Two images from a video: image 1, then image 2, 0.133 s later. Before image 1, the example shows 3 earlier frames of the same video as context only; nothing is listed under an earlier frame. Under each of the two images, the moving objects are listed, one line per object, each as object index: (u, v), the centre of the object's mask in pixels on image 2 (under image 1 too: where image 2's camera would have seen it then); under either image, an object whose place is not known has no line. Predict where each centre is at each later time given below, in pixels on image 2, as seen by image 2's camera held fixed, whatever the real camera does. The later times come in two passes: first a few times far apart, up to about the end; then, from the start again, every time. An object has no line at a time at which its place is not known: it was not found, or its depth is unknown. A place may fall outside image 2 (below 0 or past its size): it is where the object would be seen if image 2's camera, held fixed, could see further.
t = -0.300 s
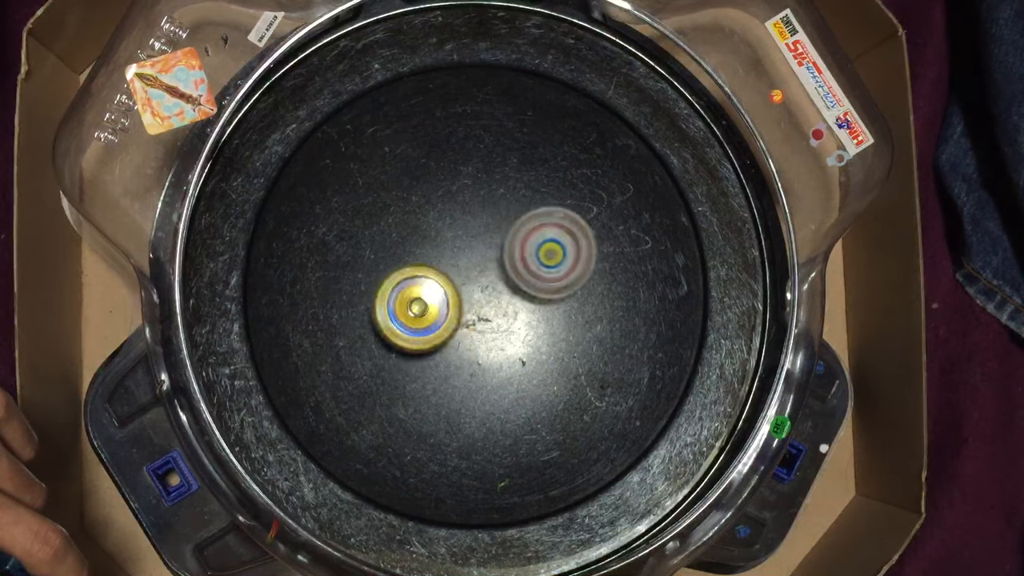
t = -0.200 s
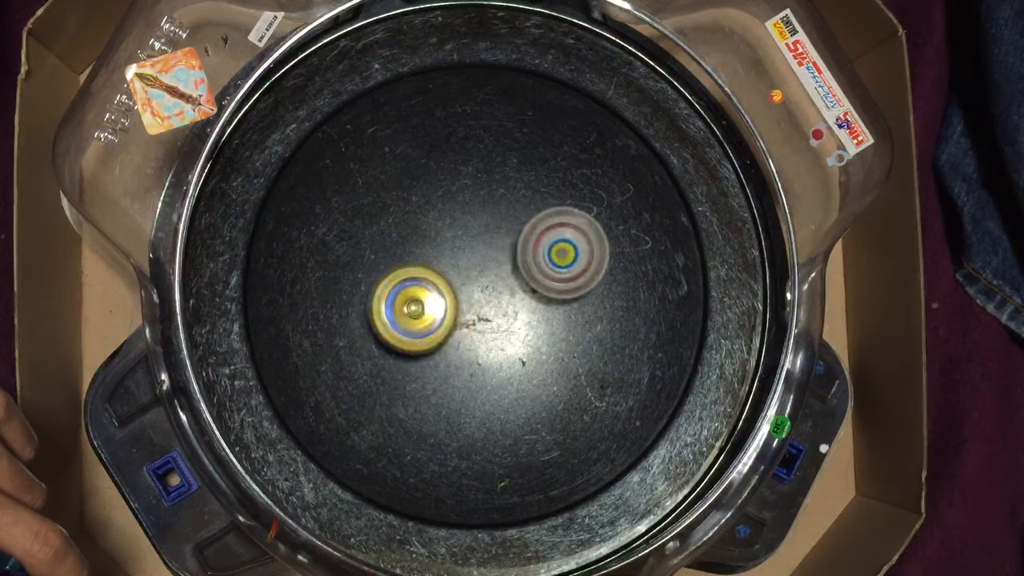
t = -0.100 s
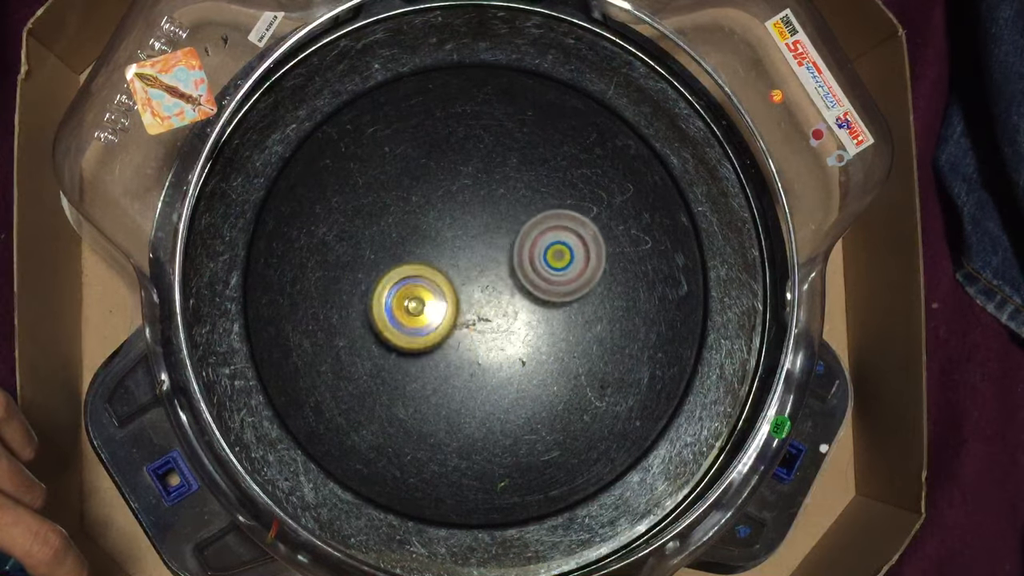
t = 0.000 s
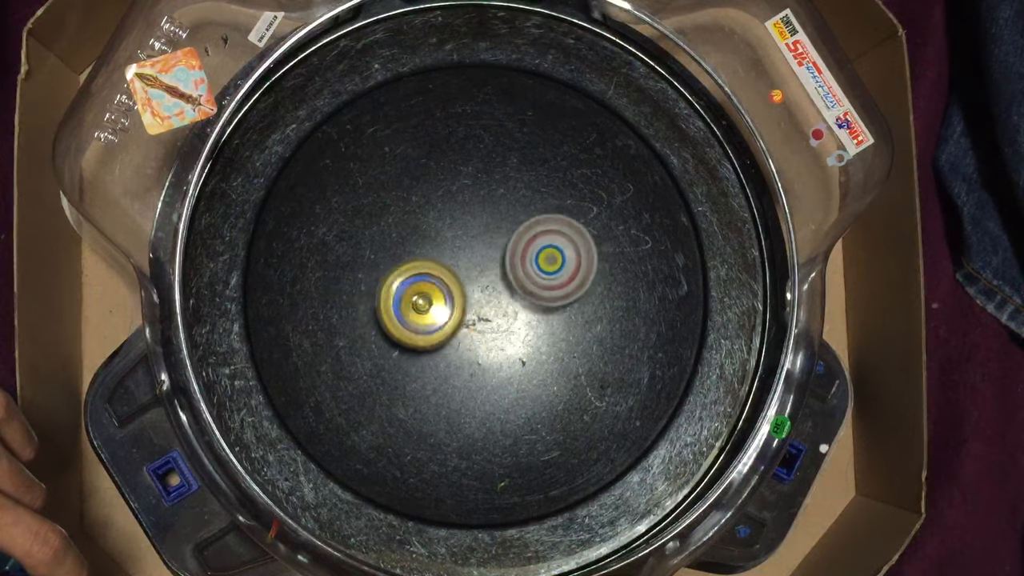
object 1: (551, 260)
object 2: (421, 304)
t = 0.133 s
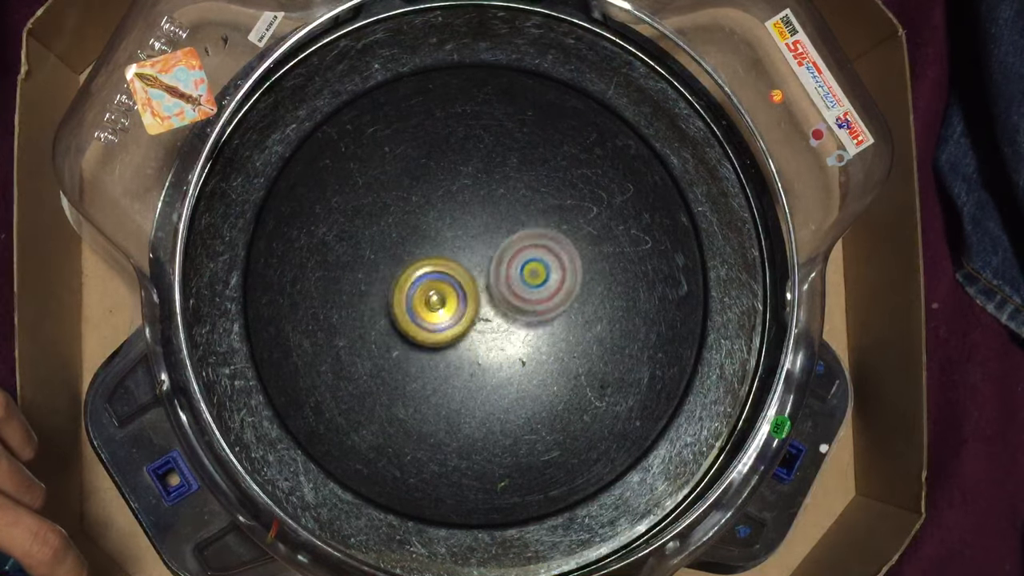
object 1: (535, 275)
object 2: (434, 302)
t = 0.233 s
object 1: (527, 294)
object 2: (429, 304)
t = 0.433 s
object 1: (505, 334)
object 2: (418, 298)
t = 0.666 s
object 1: (473, 356)
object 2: (408, 271)
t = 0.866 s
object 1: (475, 350)
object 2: (427, 253)
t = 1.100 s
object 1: (470, 345)
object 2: (490, 234)
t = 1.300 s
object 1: (478, 336)
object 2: (542, 257)
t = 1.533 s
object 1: (473, 324)
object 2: (569, 287)
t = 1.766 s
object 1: (457, 315)
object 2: (556, 316)
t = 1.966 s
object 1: (441, 299)
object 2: (530, 324)
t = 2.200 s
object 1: (438, 275)
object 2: (520, 324)
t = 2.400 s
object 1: (466, 231)
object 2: (513, 329)
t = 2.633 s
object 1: (530, 234)
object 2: (486, 333)
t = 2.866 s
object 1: (544, 275)
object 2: (452, 338)
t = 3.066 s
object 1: (526, 324)
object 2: (428, 300)
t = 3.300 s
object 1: (469, 351)
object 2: (446, 254)
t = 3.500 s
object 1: (431, 334)
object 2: (490, 254)
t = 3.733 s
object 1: (417, 287)
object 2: (527, 310)
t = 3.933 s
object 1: (443, 247)
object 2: (511, 348)
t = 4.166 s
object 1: (495, 243)
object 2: (471, 334)
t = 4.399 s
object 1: (550, 253)
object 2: (437, 293)
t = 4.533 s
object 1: (555, 278)
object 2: (452, 284)
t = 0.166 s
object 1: (529, 282)
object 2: (439, 302)
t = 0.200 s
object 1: (528, 287)
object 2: (435, 301)
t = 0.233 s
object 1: (527, 294)
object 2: (429, 304)
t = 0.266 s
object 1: (523, 301)
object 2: (428, 303)
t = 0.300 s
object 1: (520, 309)
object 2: (426, 300)
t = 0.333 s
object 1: (520, 319)
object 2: (424, 298)
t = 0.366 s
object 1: (515, 327)
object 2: (422, 298)
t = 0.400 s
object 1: (509, 331)
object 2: (419, 298)
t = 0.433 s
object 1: (505, 334)
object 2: (418, 298)
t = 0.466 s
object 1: (500, 339)
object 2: (415, 294)
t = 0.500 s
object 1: (496, 344)
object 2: (412, 290)
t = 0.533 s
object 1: (491, 347)
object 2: (410, 287)
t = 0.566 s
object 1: (485, 348)
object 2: (410, 286)
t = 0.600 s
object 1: (478, 349)
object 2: (409, 284)
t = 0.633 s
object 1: (473, 349)
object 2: (410, 281)
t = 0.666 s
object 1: (473, 356)
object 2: (408, 271)
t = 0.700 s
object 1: (474, 359)
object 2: (410, 266)
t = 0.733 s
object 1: (473, 359)
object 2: (412, 263)
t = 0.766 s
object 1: (473, 358)
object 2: (414, 259)
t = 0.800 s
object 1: (474, 356)
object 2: (417, 257)
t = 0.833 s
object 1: (474, 354)
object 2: (422, 255)
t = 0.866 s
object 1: (475, 350)
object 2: (427, 253)
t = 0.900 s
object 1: (474, 346)
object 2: (432, 252)
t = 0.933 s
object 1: (473, 341)
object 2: (439, 251)
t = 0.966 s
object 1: (471, 342)
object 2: (448, 246)
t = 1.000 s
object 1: (469, 347)
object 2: (457, 238)
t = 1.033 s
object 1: (468, 348)
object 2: (468, 236)
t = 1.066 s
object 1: (469, 346)
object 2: (479, 234)
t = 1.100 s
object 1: (470, 345)
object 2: (490, 234)
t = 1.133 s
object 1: (471, 343)
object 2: (500, 237)
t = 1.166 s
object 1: (472, 342)
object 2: (510, 239)
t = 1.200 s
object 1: (473, 341)
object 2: (519, 241)
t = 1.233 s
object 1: (474, 340)
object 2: (528, 247)
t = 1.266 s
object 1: (476, 338)
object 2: (536, 253)
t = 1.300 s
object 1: (478, 336)
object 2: (542, 257)
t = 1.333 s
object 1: (481, 332)
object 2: (547, 263)
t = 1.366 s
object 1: (483, 329)
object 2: (554, 267)
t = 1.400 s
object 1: (476, 330)
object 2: (562, 268)
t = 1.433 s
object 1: (472, 331)
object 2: (567, 273)
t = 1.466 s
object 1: (471, 329)
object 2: (569, 277)
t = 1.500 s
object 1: (471, 326)
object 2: (569, 282)
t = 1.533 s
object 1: (473, 324)
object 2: (569, 287)
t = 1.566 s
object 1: (473, 324)
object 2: (568, 291)
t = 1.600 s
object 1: (473, 322)
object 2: (565, 296)
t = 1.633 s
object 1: (471, 322)
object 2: (564, 301)
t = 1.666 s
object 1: (465, 322)
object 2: (564, 305)
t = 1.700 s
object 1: (462, 319)
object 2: (561, 308)
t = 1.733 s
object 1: (463, 315)
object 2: (557, 311)
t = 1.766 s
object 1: (457, 315)
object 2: (556, 316)
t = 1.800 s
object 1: (446, 309)
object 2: (557, 322)
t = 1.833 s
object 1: (440, 305)
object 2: (550, 324)
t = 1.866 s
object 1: (439, 302)
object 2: (548, 323)
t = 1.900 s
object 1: (440, 300)
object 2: (543, 323)
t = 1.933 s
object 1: (440, 299)
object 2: (537, 324)
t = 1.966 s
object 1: (441, 299)
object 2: (530, 324)
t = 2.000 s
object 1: (435, 293)
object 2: (528, 330)
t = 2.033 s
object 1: (430, 287)
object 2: (528, 330)
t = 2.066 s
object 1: (429, 283)
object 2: (527, 330)
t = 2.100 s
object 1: (430, 282)
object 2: (526, 329)
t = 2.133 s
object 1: (433, 279)
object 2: (525, 328)
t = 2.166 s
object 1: (435, 276)
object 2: (523, 326)
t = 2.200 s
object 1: (438, 275)
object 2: (520, 324)
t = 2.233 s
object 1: (443, 272)
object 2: (519, 326)
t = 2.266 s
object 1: (444, 256)
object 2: (515, 334)
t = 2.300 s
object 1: (447, 244)
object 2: (514, 336)
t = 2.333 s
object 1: (451, 237)
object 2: (511, 336)
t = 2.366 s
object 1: (457, 232)
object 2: (510, 331)
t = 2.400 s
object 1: (466, 231)
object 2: (513, 329)
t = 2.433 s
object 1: (475, 232)
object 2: (514, 328)
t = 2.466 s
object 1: (485, 232)
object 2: (514, 329)
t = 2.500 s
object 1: (495, 234)
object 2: (511, 328)
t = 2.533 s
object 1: (502, 235)
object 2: (509, 329)
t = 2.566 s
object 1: (512, 236)
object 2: (503, 329)
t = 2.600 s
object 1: (519, 238)
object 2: (494, 329)
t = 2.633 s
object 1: (530, 234)
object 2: (486, 333)
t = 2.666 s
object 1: (539, 235)
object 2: (479, 337)
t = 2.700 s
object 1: (543, 240)
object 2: (474, 341)
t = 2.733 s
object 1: (544, 244)
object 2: (468, 344)
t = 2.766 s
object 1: (546, 250)
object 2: (462, 343)
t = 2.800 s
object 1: (546, 259)
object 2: (458, 343)
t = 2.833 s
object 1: (544, 266)
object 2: (455, 341)
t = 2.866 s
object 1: (544, 275)
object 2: (452, 338)
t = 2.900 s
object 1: (541, 285)
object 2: (450, 334)
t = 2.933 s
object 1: (535, 293)
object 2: (448, 331)
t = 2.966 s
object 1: (534, 302)
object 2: (442, 324)
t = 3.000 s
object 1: (534, 312)
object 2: (437, 317)
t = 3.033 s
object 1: (528, 317)
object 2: (430, 310)
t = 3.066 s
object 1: (526, 324)
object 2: (428, 300)
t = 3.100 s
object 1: (517, 332)
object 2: (428, 294)
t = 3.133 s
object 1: (508, 337)
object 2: (425, 287)
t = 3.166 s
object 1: (502, 341)
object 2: (426, 276)
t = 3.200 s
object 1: (494, 345)
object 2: (431, 271)
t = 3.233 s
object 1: (485, 348)
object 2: (434, 266)
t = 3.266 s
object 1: (477, 349)
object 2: (438, 258)
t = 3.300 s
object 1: (469, 351)
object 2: (446, 254)
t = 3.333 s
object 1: (461, 351)
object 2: (453, 253)
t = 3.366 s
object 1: (453, 349)
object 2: (458, 249)
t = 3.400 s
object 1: (446, 347)
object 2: (468, 248)
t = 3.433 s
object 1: (439, 343)
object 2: (476, 252)
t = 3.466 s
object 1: (434, 340)
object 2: (482, 254)
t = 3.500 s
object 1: (431, 334)
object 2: (490, 254)
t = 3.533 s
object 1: (426, 329)
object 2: (499, 263)
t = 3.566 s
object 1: (424, 323)
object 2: (502, 270)
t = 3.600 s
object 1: (424, 316)
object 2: (506, 274)
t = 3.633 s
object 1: (423, 308)
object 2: (513, 283)
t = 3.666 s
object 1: (421, 300)
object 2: (516, 293)
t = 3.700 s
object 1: (417, 293)
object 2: (522, 301)
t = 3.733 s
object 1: (417, 287)
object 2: (527, 310)
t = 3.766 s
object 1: (419, 279)
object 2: (528, 322)
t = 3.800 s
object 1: (422, 271)
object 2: (526, 329)
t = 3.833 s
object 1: (426, 264)
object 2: (524, 333)
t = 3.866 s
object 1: (431, 258)
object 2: (523, 337)
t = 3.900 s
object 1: (436, 252)
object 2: (518, 343)
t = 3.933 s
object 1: (443, 247)
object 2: (511, 348)
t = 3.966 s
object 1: (450, 242)
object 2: (503, 350)
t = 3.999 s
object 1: (456, 240)
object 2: (496, 352)
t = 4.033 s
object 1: (465, 239)
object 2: (487, 351)
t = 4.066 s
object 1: (472, 237)
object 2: (480, 345)
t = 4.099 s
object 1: (479, 237)
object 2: (477, 341)
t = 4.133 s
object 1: (488, 239)
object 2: (475, 339)
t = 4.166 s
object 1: (495, 243)
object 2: (471, 334)
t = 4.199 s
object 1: (503, 243)
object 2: (464, 329)
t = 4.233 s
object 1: (512, 243)
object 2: (460, 323)
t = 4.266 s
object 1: (518, 246)
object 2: (460, 317)
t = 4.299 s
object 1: (526, 249)
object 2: (455, 314)
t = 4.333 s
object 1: (537, 248)
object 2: (443, 311)
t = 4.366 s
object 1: (546, 250)
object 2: (439, 301)
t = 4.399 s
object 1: (550, 253)
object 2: (437, 293)
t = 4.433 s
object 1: (554, 260)
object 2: (439, 289)
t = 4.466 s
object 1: (557, 265)
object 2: (443, 287)
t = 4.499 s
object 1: (556, 272)
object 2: (448, 285)
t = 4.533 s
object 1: (555, 278)
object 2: (452, 284)
